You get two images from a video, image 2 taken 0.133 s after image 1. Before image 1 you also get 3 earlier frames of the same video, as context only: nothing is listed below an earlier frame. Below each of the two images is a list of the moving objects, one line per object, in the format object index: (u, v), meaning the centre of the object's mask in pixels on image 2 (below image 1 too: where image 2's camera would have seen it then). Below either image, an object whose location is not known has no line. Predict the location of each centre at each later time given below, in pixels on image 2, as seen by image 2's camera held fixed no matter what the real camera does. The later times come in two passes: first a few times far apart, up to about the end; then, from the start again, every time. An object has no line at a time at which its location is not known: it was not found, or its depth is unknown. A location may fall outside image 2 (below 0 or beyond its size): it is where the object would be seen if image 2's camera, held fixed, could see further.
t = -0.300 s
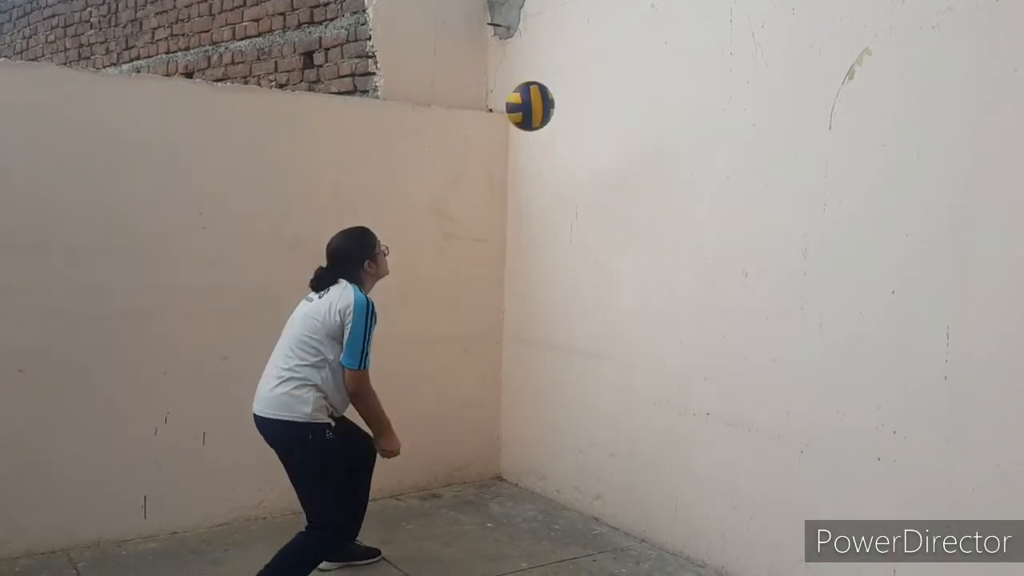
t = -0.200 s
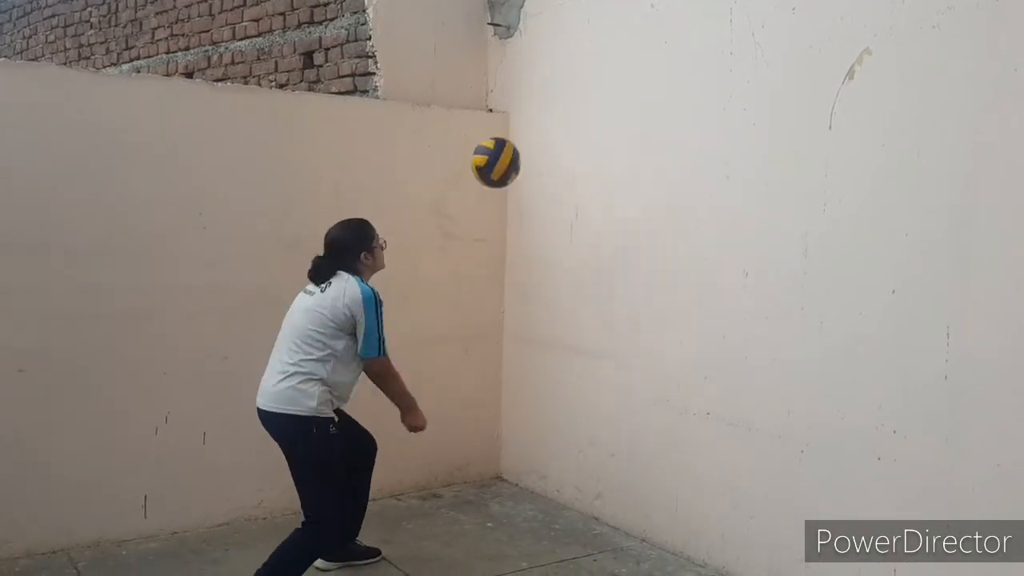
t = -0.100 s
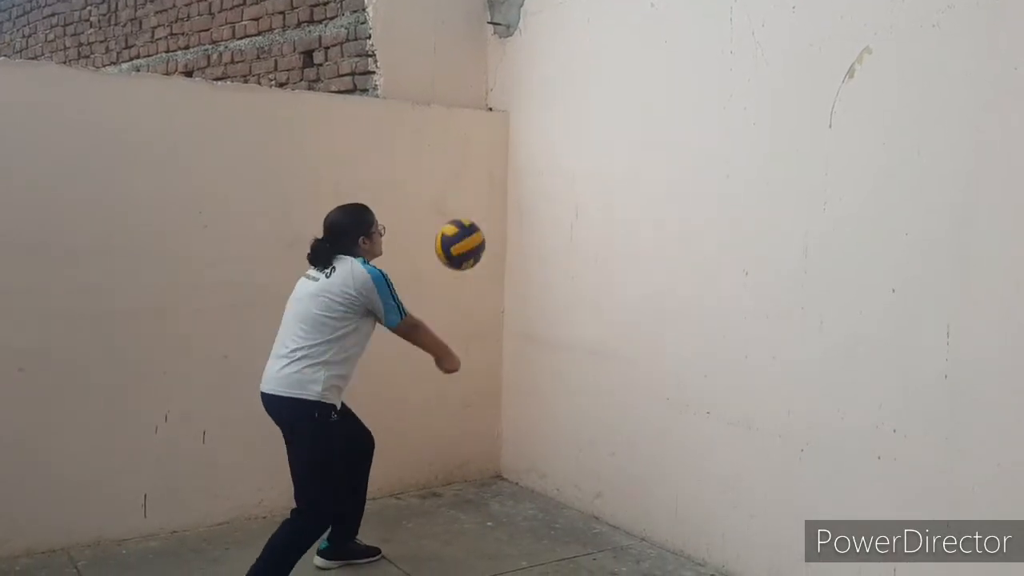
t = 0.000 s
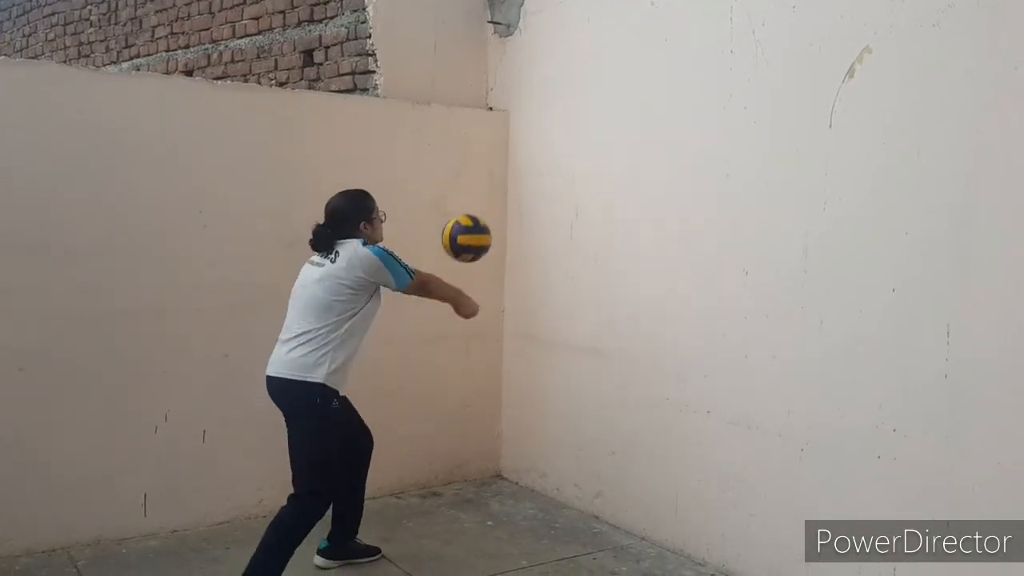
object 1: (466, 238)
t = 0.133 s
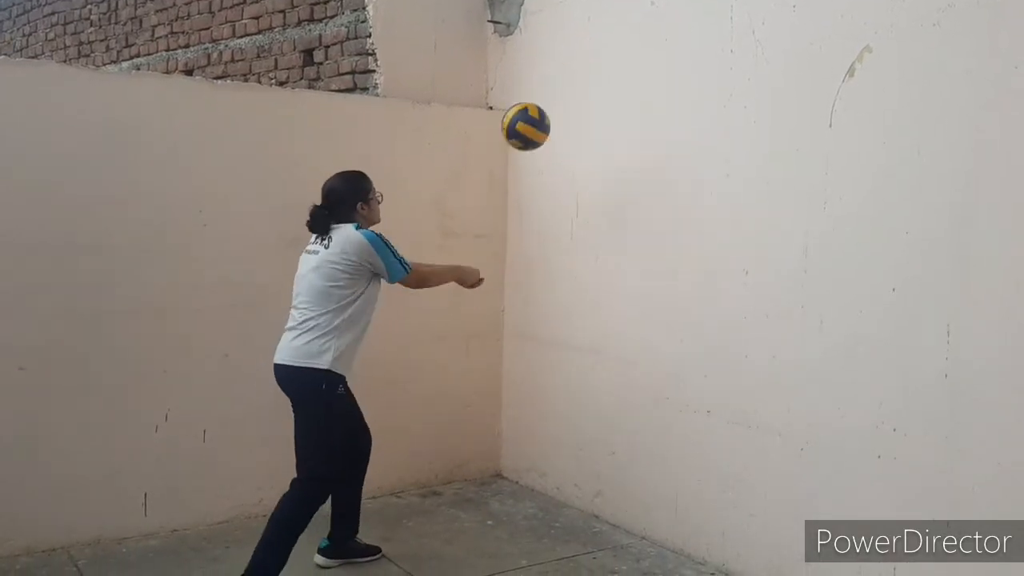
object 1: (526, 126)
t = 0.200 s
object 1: (554, 87)
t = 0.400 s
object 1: (601, 29)
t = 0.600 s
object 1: (556, 56)
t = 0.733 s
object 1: (525, 129)
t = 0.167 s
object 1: (540, 105)
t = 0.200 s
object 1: (554, 87)
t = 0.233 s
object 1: (568, 71)
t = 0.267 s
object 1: (582, 57)
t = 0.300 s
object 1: (595, 47)
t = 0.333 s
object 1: (608, 39)
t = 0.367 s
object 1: (608, 33)
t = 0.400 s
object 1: (601, 29)
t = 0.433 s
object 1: (594, 27)
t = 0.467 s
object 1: (586, 27)
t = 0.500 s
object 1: (579, 31)
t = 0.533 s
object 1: (571, 36)
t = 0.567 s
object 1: (564, 45)
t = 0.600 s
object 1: (556, 56)
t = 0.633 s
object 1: (549, 70)
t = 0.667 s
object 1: (541, 87)
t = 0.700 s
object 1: (533, 107)
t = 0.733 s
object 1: (525, 129)
